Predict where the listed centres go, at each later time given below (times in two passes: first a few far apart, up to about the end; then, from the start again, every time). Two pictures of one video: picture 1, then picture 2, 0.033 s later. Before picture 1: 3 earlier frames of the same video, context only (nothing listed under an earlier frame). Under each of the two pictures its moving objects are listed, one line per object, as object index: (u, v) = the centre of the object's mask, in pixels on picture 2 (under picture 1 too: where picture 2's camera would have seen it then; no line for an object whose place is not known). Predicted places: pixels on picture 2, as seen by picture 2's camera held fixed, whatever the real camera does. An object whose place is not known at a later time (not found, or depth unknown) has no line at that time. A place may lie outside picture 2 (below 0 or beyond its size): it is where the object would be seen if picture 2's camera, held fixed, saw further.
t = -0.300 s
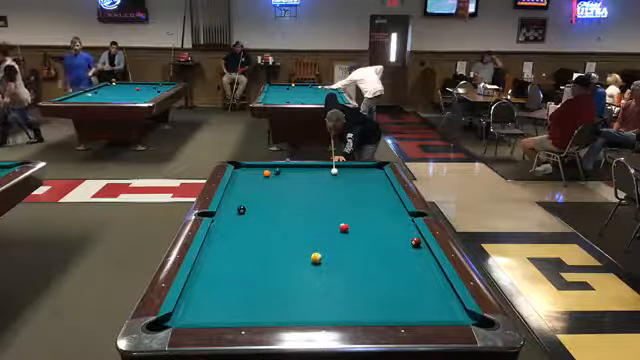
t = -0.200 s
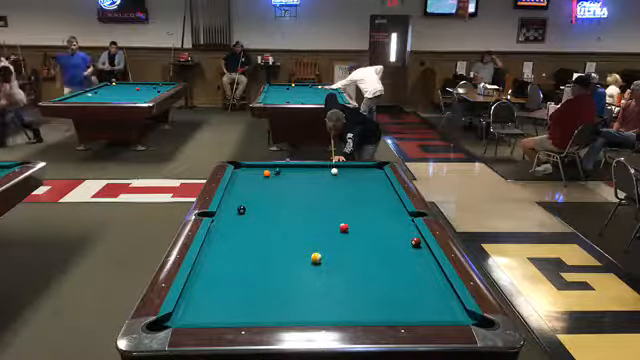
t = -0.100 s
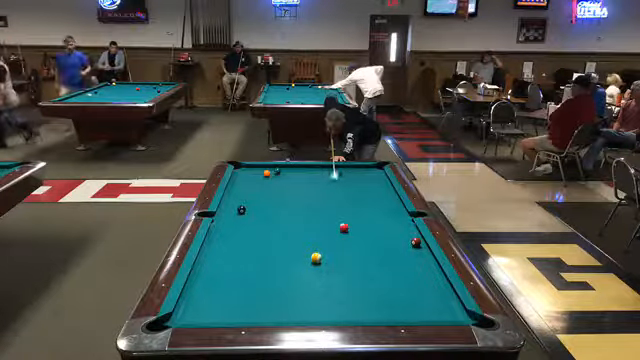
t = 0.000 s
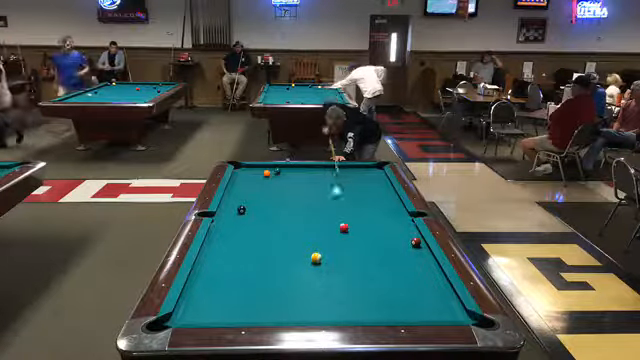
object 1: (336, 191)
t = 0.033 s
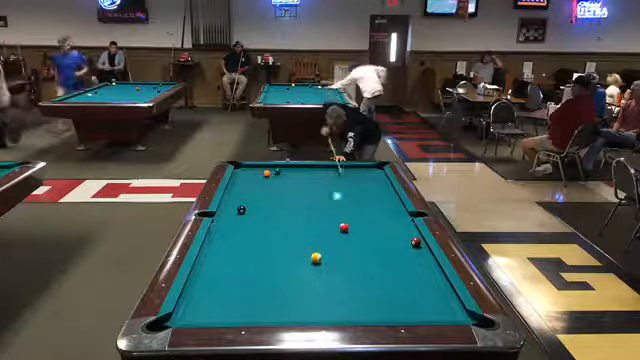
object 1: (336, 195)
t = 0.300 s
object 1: (316, 230)
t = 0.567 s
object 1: (268, 251)
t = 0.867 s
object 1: (202, 285)
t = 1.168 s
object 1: (203, 311)
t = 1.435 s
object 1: (230, 312)
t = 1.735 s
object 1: (261, 298)
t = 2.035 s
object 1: (288, 286)
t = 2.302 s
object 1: (309, 277)
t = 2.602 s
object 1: (331, 268)
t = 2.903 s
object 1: (349, 259)
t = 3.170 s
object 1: (364, 253)
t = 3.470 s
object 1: (378, 247)
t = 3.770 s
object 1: (392, 241)
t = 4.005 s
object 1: (402, 237)
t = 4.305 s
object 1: (412, 231)
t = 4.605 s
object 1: (408, 229)
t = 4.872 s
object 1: (403, 228)
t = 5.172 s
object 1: (396, 226)
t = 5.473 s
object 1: (393, 225)
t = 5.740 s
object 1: (391, 225)
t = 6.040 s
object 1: (388, 224)
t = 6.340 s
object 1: (387, 223)
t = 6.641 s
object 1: (387, 223)
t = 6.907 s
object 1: (387, 223)
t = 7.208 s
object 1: (386, 223)
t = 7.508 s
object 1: (386, 223)
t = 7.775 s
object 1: (386, 223)
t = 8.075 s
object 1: (386, 223)
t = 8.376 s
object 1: (386, 223)
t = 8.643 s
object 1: (386, 223)
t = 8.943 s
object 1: (386, 223)
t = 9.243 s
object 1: (387, 223)
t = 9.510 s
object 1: (386, 223)
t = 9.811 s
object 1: (387, 223)
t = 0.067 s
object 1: (337, 202)
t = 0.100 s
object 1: (338, 208)
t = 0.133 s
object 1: (338, 213)
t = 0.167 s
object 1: (339, 220)
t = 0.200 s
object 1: (336, 224)
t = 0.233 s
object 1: (329, 225)
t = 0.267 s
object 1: (322, 227)
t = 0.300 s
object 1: (316, 230)
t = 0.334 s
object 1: (310, 232)
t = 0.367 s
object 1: (304, 234)
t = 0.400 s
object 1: (298, 236)
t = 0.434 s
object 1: (293, 239)
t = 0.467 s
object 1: (287, 242)
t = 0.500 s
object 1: (280, 245)
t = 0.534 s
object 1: (275, 248)
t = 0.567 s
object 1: (268, 251)
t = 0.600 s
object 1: (261, 255)
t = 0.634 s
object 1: (255, 258)
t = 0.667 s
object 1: (248, 262)
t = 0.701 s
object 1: (240, 265)
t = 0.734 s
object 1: (233, 269)
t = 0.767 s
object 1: (226, 273)
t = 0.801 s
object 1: (218, 277)
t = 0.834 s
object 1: (210, 281)
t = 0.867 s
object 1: (202, 285)
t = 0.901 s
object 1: (193, 290)
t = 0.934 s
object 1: (186, 294)
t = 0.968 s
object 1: (189, 295)
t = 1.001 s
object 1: (191, 298)
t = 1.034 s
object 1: (192, 301)
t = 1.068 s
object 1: (196, 303)
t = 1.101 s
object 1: (198, 306)
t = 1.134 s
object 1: (200, 308)
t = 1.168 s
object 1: (203, 311)
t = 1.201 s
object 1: (205, 313)
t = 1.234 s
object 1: (208, 315)
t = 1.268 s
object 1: (210, 316)
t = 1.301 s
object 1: (214, 316)
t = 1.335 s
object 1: (217, 315)
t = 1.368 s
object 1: (222, 314)
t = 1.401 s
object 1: (225, 313)
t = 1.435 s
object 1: (230, 312)
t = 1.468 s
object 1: (234, 310)
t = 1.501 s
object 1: (237, 309)
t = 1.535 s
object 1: (240, 307)
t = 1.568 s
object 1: (244, 306)
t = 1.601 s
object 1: (247, 304)
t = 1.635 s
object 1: (251, 303)
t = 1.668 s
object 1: (255, 301)
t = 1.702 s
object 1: (258, 300)
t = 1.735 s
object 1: (261, 298)
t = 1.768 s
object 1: (265, 297)
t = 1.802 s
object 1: (268, 296)
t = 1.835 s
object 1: (271, 294)
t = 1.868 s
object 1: (274, 293)
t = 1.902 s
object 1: (277, 291)
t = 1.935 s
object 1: (280, 290)
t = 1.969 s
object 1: (283, 289)
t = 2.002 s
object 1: (285, 288)
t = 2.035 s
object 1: (288, 286)
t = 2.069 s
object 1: (291, 285)
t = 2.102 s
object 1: (293, 284)
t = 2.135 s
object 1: (297, 282)
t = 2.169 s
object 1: (299, 281)
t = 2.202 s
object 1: (302, 280)
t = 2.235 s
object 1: (305, 279)
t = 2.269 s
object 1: (307, 278)
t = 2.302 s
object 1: (309, 277)
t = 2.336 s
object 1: (311, 276)
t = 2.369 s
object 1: (314, 275)
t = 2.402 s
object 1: (316, 274)
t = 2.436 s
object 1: (318, 273)
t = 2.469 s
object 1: (321, 271)
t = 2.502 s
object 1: (324, 270)
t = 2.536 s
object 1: (326, 270)
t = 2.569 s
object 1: (328, 269)
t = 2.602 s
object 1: (331, 268)
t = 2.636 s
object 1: (333, 267)
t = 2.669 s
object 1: (335, 266)
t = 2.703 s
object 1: (337, 265)
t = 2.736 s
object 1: (339, 264)
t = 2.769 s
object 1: (341, 263)
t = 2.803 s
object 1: (343, 262)
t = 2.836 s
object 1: (345, 262)
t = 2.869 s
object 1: (347, 260)
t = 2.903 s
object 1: (349, 259)
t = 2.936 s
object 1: (351, 259)
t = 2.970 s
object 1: (353, 258)
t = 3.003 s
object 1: (356, 257)
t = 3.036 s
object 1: (357, 256)
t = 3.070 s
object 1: (359, 255)
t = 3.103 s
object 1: (360, 255)
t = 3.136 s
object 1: (362, 254)
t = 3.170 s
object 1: (364, 253)
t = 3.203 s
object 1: (365, 252)
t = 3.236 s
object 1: (367, 252)
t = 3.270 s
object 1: (369, 251)
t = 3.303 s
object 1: (371, 250)
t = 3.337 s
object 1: (372, 249)
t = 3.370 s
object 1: (374, 248)
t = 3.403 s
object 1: (375, 248)
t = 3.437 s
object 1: (377, 247)
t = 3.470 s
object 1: (378, 247)
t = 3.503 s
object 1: (379, 246)
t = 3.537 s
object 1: (381, 245)
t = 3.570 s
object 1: (383, 245)
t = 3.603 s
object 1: (385, 244)
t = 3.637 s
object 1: (386, 243)
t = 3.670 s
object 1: (388, 243)
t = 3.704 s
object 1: (388, 243)
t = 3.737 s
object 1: (391, 241)
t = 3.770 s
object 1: (392, 241)
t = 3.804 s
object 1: (393, 240)
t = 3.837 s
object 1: (394, 240)
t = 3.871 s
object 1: (394, 240)
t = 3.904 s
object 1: (397, 238)
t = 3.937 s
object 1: (397, 238)
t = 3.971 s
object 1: (399, 238)
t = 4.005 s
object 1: (402, 237)
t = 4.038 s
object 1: (402, 237)
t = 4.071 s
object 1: (404, 235)
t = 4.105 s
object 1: (406, 234)
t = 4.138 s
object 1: (407, 234)
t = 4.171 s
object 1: (407, 234)
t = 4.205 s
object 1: (407, 234)
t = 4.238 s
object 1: (409, 233)
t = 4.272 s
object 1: (410, 232)
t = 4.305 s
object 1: (412, 231)
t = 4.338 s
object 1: (413, 231)
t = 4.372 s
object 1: (413, 231)
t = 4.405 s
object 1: (413, 230)
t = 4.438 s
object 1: (413, 230)
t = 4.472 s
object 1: (412, 230)
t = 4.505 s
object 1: (412, 230)
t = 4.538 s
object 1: (411, 229)
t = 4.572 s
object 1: (411, 229)
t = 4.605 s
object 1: (408, 229)
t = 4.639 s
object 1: (408, 229)
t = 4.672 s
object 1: (407, 229)
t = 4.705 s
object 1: (407, 228)
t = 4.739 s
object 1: (406, 228)
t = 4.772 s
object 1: (406, 228)
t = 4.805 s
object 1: (405, 228)
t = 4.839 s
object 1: (403, 228)
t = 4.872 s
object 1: (403, 228)
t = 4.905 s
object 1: (402, 227)
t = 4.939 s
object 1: (402, 227)
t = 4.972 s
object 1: (402, 227)
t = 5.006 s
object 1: (401, 227)
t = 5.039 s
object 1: (399, 227)
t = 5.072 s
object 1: (399, 227)
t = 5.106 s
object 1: (397, 226)
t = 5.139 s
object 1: (396, 226)
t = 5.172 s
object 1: (396, 226)
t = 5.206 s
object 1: (396, 226)
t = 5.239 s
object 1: (396, 226)
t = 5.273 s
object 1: (396, 226)
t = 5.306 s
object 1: (395, 226)
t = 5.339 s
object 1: (395, 226)
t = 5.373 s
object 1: (394, 225)
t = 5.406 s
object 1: (393, 225)
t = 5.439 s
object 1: (393, 225)
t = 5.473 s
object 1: (393, 225)
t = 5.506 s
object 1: (392, 225)
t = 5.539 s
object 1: (392, 225)
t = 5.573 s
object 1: (392, 225)
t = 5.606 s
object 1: (391, 225)
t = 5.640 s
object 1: (391, 225)
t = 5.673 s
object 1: (391, 225)
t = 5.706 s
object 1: (391, 225)
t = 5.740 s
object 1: (391, 225)
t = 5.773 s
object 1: (390, 225)
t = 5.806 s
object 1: (389, 224)
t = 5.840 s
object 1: (389, 224)
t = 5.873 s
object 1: (389, 224)
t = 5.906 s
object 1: (389, 224)
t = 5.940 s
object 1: (388, 224)
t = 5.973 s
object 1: (388, 224)
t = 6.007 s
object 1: (388, 224)
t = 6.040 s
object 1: (388, 224)
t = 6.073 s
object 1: (387, 224)
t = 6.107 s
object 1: (387, 224)
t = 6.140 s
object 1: (387, 224)
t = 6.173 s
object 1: (387, 224)
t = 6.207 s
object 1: (387, 224)
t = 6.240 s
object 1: (387, 223)
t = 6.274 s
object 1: (387, 224)
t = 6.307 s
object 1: (387, 223)
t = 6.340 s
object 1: (387, 223)
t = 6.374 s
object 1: (387, 223)
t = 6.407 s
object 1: (387, 223)
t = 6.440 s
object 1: (387, 223)
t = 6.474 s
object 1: (386, 223)
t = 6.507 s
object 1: (386, 223)
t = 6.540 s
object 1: (386, 223)
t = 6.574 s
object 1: (386, 223)
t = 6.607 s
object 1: (387, 223)
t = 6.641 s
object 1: (387, 223)
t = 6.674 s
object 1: (387, 223)
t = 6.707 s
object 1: (387, 223)
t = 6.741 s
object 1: (387, 223)
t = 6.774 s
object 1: (387, 223)
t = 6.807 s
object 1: (387, 223)
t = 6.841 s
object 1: (387, 223)
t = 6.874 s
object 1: (387, 223)
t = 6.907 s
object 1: (387, 223)
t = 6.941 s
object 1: (387, 223)
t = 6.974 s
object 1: (387, 223)
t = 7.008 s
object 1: (386, 223)
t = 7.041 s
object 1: (386, 223)
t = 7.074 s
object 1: (386, 223)
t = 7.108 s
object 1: (386, 223)
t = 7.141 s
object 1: (386, 223)
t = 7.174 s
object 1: (386, 223)
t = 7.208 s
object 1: (386, 223)
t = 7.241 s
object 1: (386, 223)
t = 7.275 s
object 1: (386, 223)
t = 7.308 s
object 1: (386, 223)
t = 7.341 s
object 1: (386, 223)
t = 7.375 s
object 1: (386, 223)
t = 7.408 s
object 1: (386, 223)
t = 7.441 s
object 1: (386, 223)
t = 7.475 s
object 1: (386, 223)
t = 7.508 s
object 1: (386, 223)
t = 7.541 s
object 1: (386, 223)
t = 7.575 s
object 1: (386, 223)
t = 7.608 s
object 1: (386, 223)
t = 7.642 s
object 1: (386, 223)
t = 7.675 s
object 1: (386, 223)
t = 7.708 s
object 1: (386, 223)
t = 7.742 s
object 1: (386, 223)
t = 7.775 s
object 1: (386, 223)
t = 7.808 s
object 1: (386, 223)
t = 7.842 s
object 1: (386, 223)
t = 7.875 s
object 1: (386, 223)
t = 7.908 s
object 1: (386, 223)
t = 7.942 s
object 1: (386, 223)
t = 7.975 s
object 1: (386, 223)
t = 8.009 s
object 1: (386, 223)
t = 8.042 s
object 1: (386, 223)
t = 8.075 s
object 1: (386, 223)
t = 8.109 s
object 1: (386, 223)
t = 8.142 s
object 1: (386, 223)
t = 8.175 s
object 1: (386, 223)
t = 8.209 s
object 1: (386, 223)
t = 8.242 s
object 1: (386, 223)
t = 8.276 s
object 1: (386, 223)
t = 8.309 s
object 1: (386, 223)
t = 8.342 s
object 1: (386, 223)
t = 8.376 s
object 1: (386, 223)
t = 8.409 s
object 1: (386, 223)
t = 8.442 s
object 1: (386, 223)
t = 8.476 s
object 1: (386, 223)
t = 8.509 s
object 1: (386, 223)
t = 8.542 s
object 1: (386, 223)
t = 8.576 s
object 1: (386, 223)
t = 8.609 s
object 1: (386, 223)
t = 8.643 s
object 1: (386, 223)
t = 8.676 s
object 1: (386, 223)
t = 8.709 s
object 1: (386, 223)
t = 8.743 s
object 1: (386, 223)
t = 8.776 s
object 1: (386, 223)
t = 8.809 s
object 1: (386, 223)
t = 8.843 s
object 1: (386, 223)
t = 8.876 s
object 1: (386, 223)
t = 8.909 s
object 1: (386, 223)
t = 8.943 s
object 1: (386, 223)
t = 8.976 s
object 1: (386, 223)
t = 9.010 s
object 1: (386, 223)
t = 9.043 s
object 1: (386, 223)
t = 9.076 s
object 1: (386, 223)
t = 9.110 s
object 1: (386, 223)
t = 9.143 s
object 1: (387, 223)
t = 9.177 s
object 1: (387, 223)
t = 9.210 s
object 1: (387, 223)
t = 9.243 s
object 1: (387, 223)
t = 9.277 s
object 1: (387, 223)
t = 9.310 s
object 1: (386, 223)
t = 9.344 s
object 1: (386, 223)
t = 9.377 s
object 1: (386, 223)
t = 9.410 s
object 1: (386, 223)
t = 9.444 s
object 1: (386, 223)
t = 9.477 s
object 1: (386, 223)
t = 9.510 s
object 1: (386, 223)
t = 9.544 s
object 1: (386, 223)
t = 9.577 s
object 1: (386, 223)
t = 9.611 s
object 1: (386, 223)
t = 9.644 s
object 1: (386, 223)
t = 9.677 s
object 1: (386, 223)
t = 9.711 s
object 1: (386, 223)
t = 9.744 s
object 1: (386, 223)
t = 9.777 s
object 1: (386, 223)
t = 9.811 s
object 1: (387, 223)
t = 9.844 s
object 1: (387, 223)
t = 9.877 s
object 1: (387, 223)
